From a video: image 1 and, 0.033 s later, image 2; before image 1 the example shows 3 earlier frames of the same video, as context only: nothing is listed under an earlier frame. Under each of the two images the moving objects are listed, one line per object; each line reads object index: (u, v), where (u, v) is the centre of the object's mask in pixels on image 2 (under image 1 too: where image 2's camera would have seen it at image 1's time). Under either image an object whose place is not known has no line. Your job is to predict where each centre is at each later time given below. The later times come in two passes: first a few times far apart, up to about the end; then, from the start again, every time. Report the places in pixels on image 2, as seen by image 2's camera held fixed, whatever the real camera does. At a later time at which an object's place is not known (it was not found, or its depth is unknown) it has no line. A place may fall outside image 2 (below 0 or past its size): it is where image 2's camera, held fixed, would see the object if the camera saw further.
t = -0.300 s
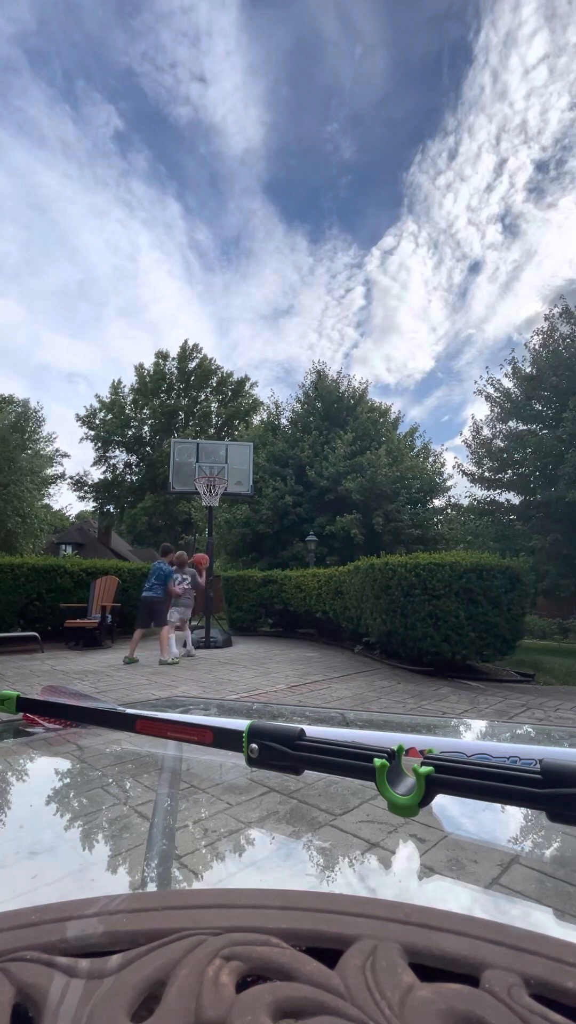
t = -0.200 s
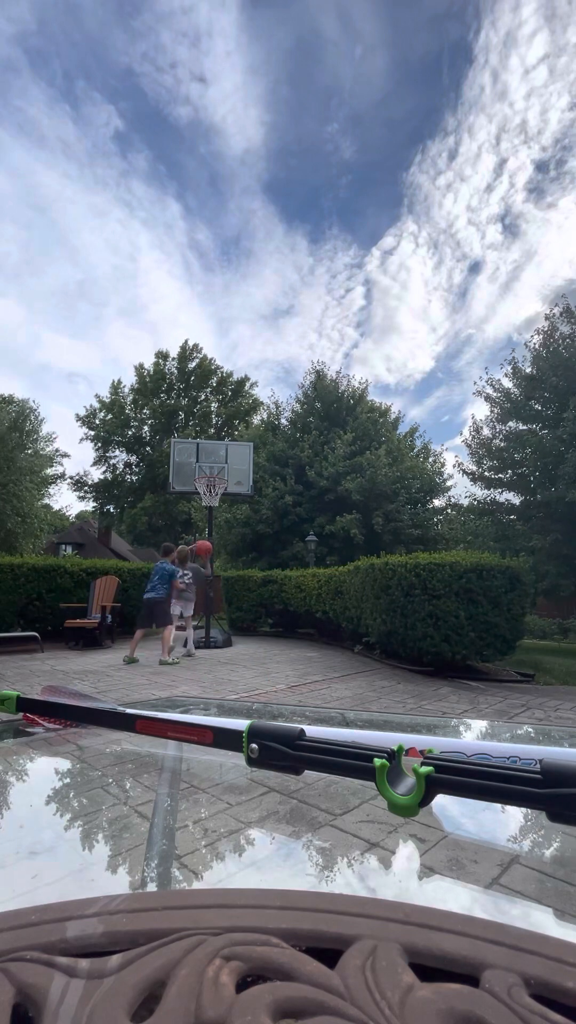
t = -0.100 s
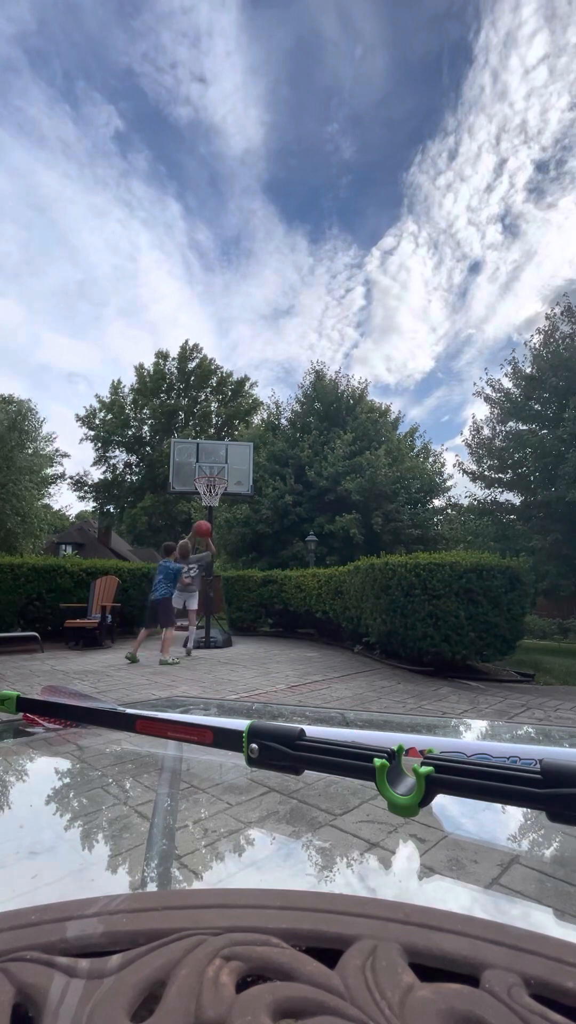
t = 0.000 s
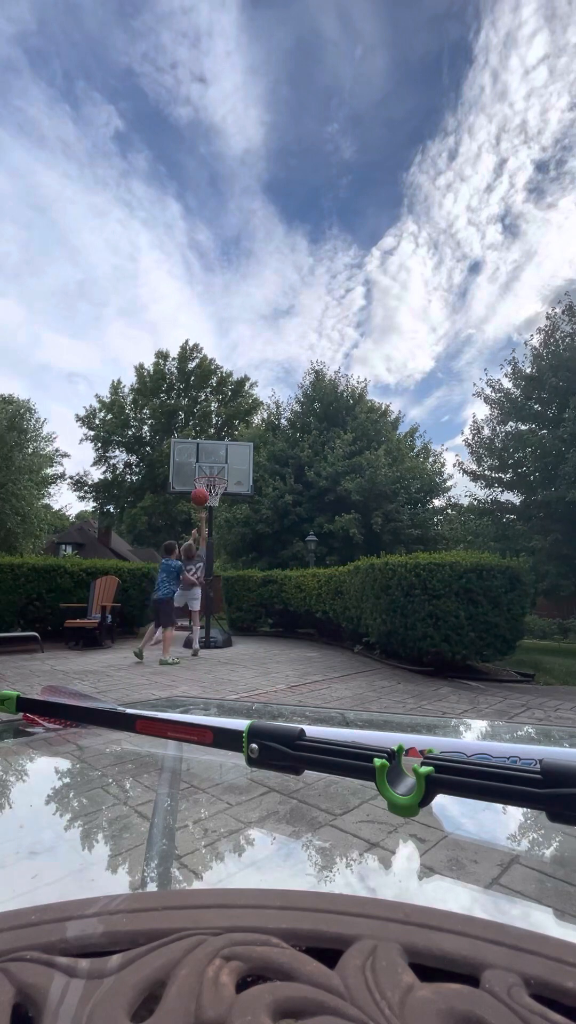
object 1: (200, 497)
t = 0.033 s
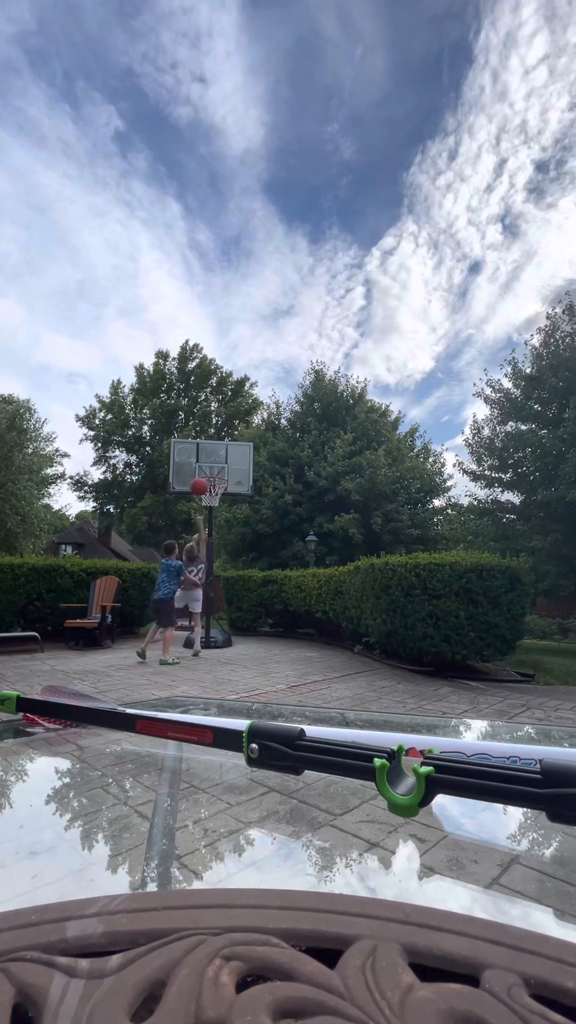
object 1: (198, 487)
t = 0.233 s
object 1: (195, 443)
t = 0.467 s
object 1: (190, 427)
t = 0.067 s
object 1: (199, 477)
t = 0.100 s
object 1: (197, 469)
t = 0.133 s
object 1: (197, 461)
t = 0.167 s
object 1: (196, 454)
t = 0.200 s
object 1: (195, 448)
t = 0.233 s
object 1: (195, 443)
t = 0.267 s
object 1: (194, 438)
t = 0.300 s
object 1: (193, 435)
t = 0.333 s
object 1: (193, 431)
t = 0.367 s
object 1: (192, 429)
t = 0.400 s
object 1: (191, 427)
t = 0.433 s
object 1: (191, 427)
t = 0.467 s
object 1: (190, 427)
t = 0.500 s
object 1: (189, 428)
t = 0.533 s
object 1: (188, 429)
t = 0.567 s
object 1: (187, 431)
